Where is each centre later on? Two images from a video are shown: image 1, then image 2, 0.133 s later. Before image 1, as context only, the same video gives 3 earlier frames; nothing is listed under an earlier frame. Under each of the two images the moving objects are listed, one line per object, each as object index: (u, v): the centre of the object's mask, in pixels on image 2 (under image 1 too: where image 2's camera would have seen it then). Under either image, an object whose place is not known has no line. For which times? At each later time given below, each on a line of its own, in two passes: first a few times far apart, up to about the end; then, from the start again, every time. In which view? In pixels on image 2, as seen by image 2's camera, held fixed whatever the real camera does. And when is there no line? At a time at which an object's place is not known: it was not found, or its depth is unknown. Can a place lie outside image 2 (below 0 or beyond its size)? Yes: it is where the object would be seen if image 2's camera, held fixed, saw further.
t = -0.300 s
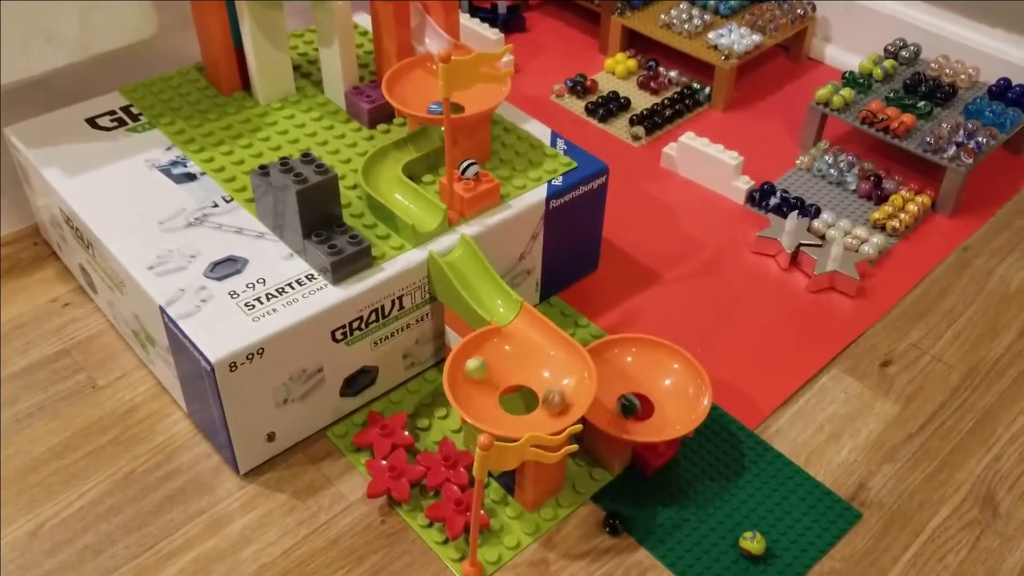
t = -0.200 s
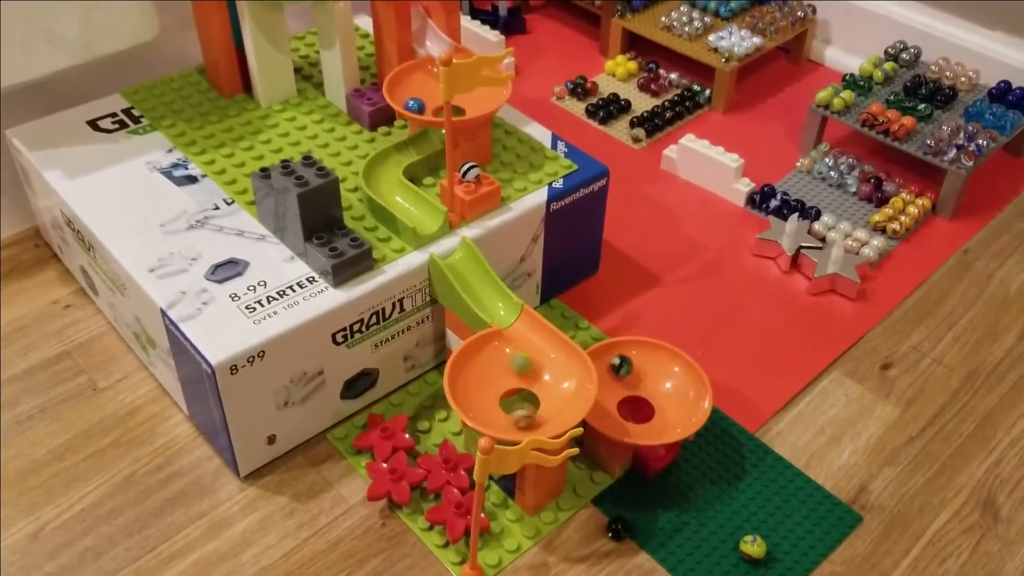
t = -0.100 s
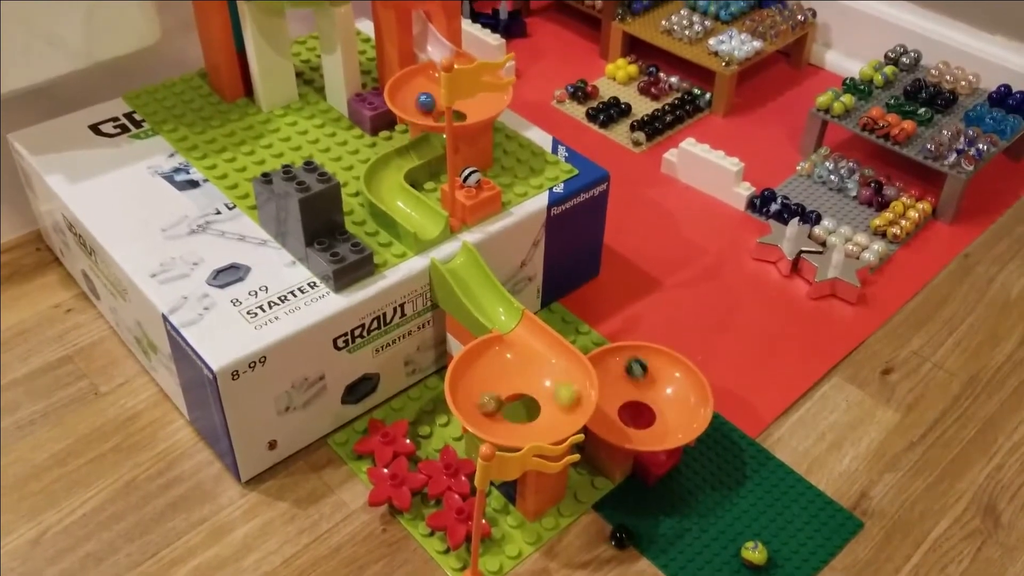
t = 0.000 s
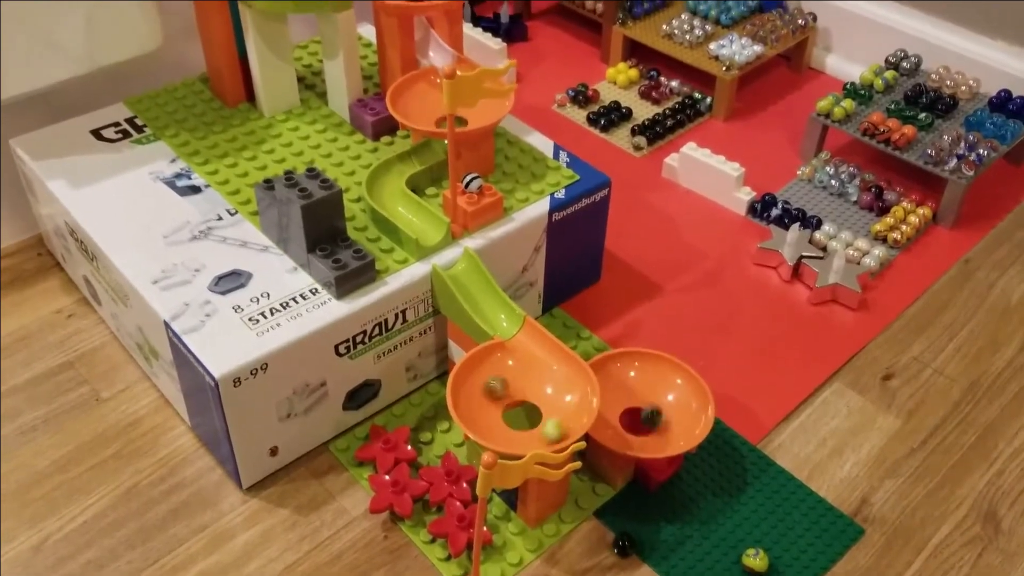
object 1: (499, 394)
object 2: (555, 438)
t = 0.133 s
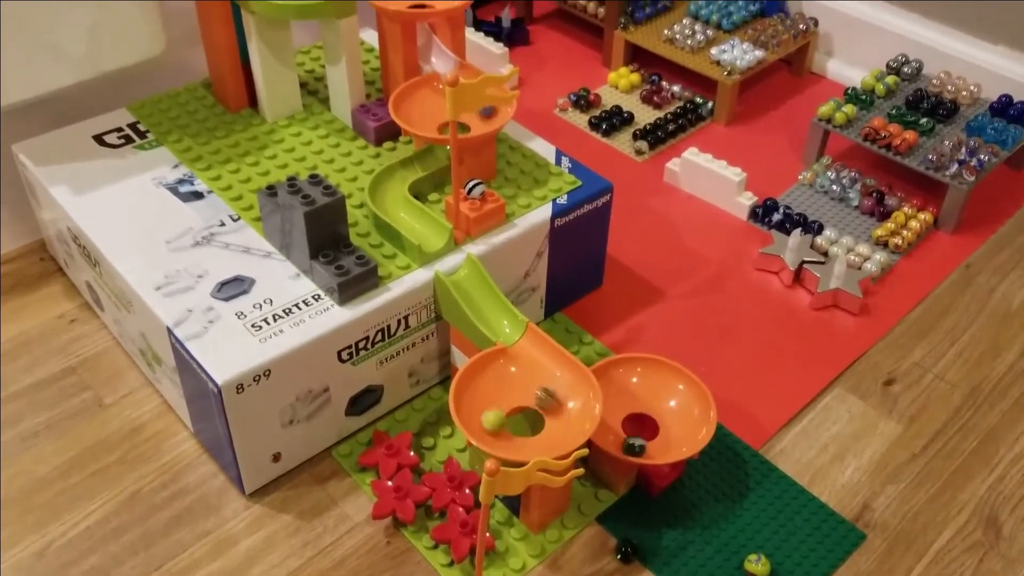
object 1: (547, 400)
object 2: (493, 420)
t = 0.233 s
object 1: (561, 419)
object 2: (496, 381)
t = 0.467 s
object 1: (493, 412)
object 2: (561, 427)
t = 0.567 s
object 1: (504, 395)
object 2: (524, 441)
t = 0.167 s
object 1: (557, 406)
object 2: (488, 406)
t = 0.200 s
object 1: (562, 412)
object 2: (488, 392)
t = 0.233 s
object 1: (561, 419)
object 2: (496, 381)
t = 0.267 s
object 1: (556, 427)
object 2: (507, 374)
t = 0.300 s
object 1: (546, 432)
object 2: (519, 372)
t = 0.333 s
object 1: (534, 434)
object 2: (535, 378)
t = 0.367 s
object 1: (521, 432)
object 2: (547, 386)
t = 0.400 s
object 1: (508, 431)
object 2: (557, 401)
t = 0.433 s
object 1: (498, 421)
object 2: (562, 414)
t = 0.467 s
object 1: (493, 412)
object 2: (561, 427)
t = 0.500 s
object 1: (493, 404)
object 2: (549, 436)
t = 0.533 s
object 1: (497, 398)
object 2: (537, 442)
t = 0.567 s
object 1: (504, 395)
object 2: (524, 441)
